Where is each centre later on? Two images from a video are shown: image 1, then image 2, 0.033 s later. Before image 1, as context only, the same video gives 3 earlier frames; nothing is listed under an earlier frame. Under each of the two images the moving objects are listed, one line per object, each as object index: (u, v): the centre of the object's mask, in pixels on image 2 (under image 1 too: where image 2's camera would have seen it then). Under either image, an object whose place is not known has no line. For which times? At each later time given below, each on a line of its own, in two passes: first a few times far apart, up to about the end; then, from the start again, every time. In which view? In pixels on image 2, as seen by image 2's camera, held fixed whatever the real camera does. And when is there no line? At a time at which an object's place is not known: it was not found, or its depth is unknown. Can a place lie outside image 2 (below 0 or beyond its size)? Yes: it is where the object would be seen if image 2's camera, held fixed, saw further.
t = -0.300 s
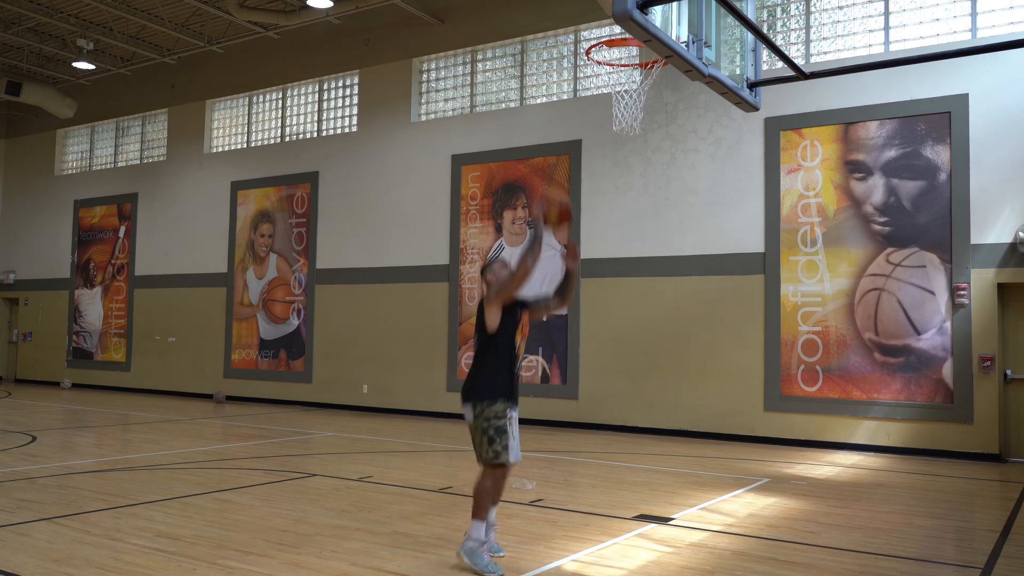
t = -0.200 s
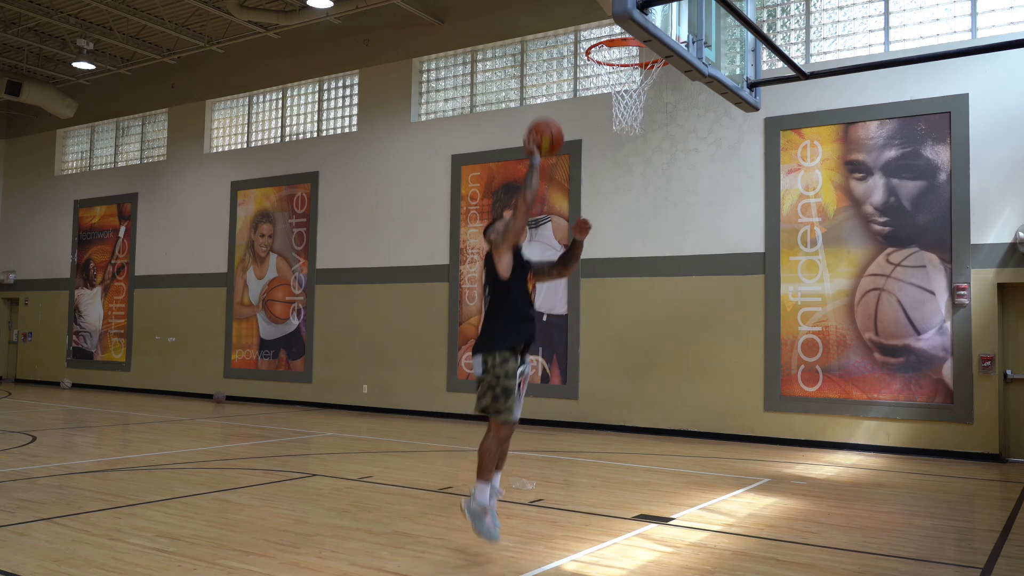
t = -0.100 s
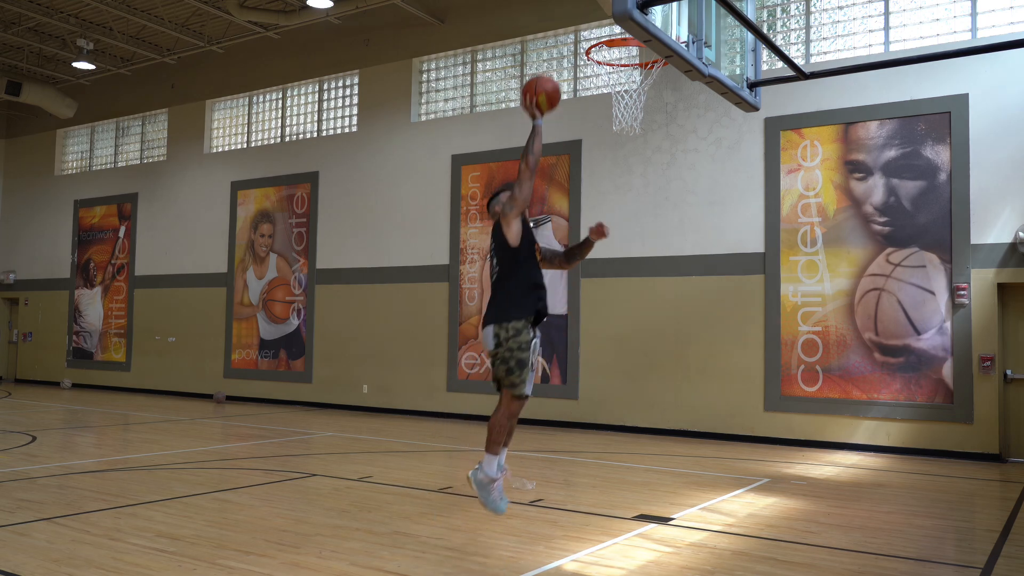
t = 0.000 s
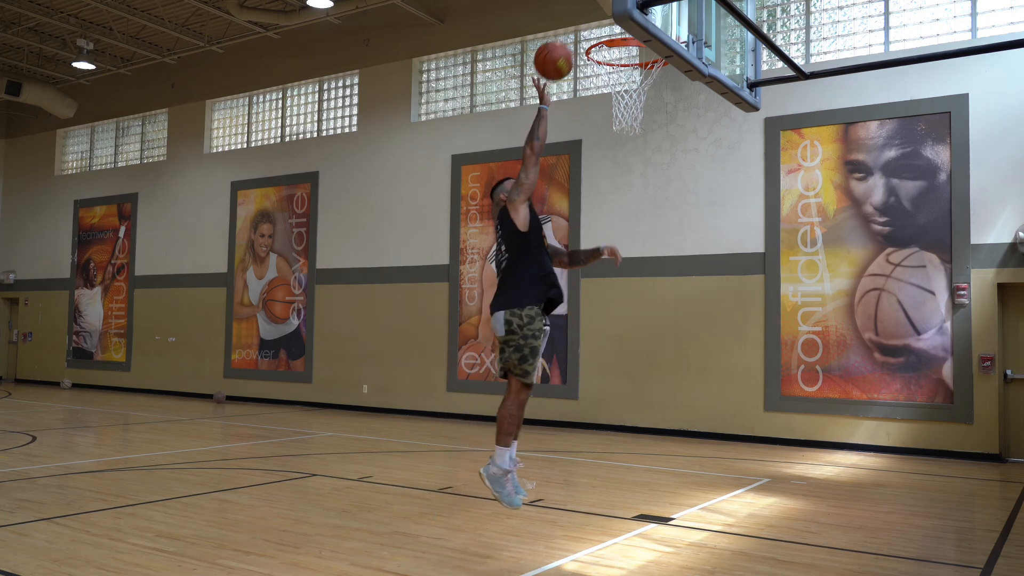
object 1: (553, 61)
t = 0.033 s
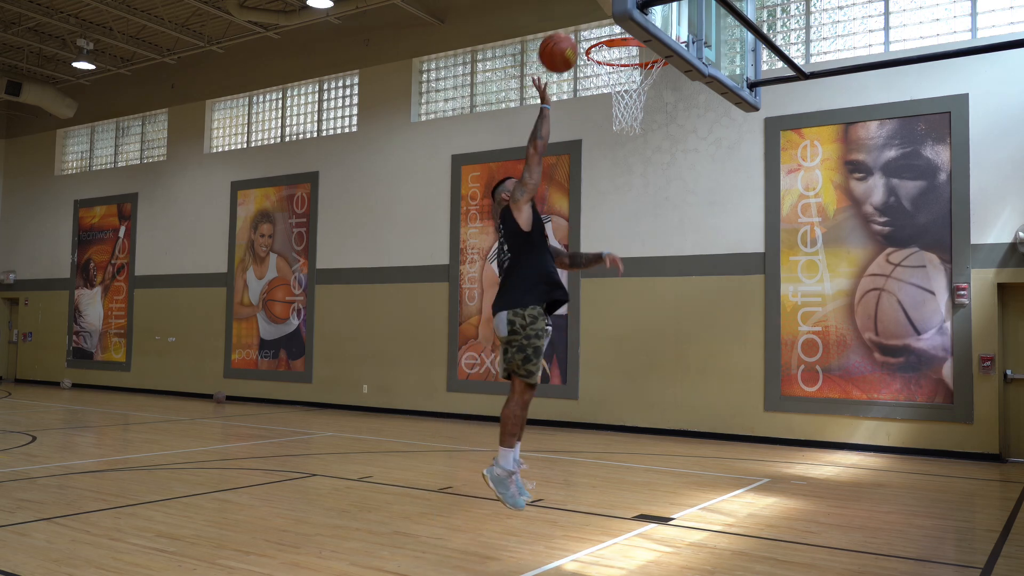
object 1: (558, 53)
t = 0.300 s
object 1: (582, 35)
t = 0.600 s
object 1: (568, 40)
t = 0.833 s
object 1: (546, 109)
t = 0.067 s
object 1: (563, 46)
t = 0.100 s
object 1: (568, 41)
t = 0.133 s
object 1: (573, 39)
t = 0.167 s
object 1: (577, 37)
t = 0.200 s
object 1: (581, 37)
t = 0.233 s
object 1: (582, 36)
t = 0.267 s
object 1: (582, 34)
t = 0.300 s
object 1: (582, 35)
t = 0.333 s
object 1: (582, 34)
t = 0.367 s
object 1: (581, 34)
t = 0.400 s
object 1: (580, 34)
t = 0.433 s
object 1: (579, 34)
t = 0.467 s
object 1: (578, 34)
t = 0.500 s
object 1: (576, 35)
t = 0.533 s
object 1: (573, 35)
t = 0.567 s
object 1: (571, 37)
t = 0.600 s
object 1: (568, 40)
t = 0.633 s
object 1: (565, 43)
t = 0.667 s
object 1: (562, 49)
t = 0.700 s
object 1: (559, 57)
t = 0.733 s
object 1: (556, 67)
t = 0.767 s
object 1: (552, 79)
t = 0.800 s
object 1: (549, 93)
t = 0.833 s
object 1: (546, 109)
